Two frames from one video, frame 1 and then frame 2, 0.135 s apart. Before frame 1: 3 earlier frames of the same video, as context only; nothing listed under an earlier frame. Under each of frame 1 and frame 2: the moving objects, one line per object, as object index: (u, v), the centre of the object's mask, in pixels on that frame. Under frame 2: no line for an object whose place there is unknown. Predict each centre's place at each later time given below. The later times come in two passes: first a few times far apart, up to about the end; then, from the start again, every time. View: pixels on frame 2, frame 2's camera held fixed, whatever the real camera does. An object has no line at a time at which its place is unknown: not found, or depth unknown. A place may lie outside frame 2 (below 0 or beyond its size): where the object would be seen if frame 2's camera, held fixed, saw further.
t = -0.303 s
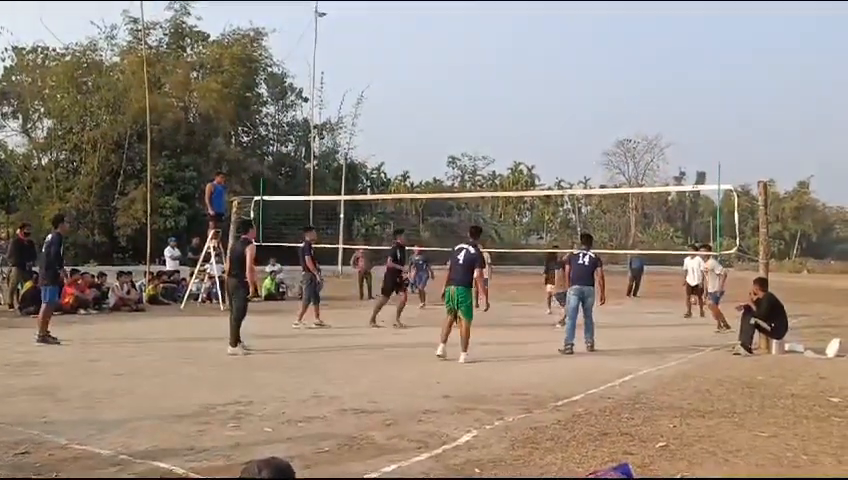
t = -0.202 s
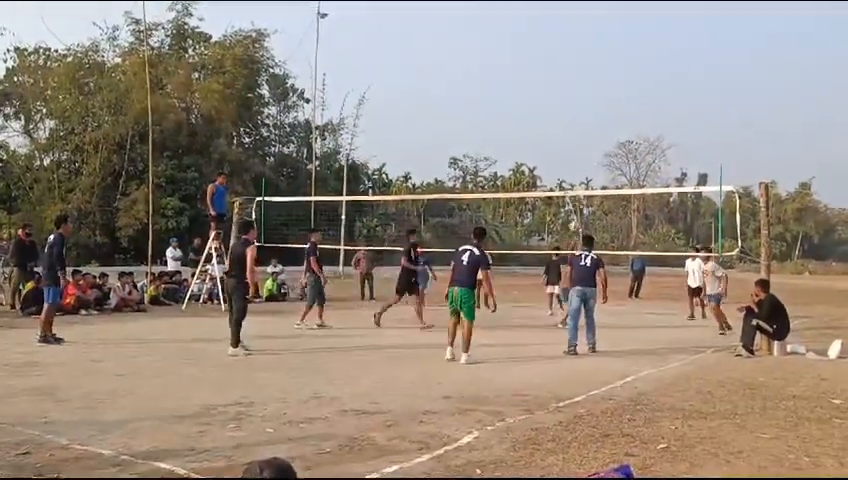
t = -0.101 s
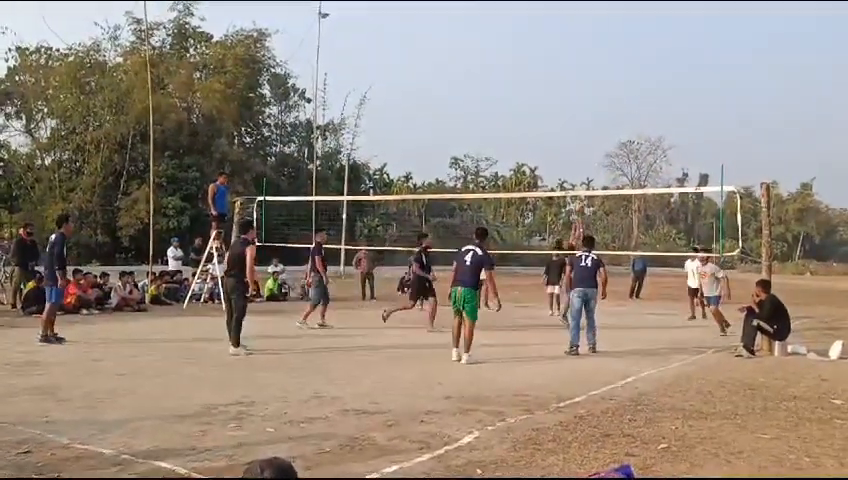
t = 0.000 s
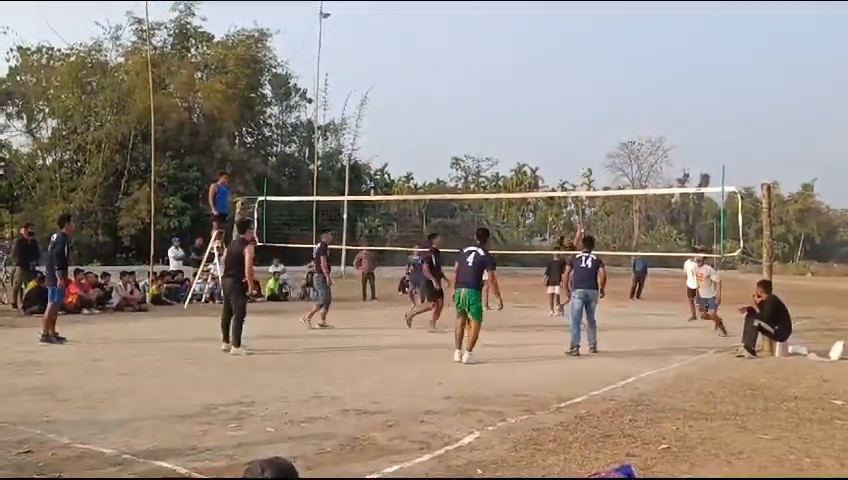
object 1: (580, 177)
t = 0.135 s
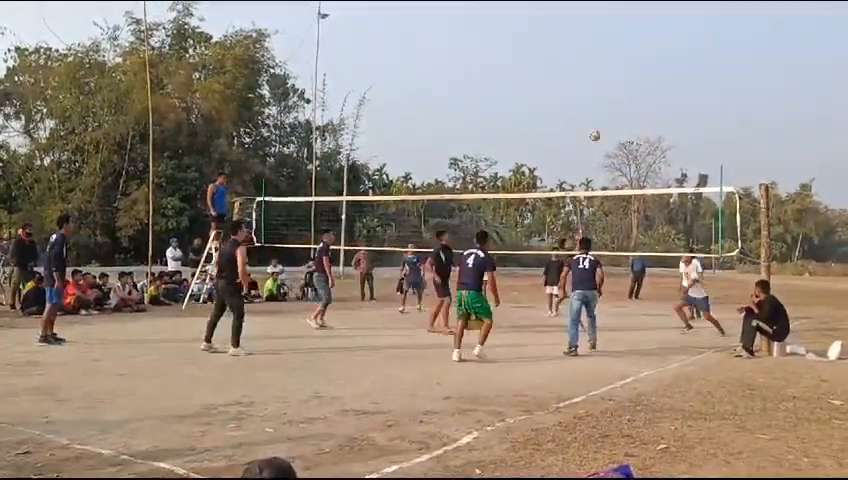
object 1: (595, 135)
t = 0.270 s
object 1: (606, 105)
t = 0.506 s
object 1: (623, 81)
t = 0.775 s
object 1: (642, 91)
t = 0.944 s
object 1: (653, 116)
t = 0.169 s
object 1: (597, 128)
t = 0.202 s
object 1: (599, 121)
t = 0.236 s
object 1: (603, 111)
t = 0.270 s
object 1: (606, 105)
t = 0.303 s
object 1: (608, 100)
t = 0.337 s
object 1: (611, 95)
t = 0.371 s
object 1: (613, 91)
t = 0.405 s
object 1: (616, 88)
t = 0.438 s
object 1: (618, 85)
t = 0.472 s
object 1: (620, 83)
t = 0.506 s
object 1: (623, 81)
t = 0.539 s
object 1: (625, 80)
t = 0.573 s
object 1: (627, 79)
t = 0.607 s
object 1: (630, 80)
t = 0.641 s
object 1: (632, 81)
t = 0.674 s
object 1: (635, 82)
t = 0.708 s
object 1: (637, 84)
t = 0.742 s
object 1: (639, 87)
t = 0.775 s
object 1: (642, 91)
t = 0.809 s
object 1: (645, 94)
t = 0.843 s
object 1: (647, 99)
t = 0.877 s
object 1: (649, 104)
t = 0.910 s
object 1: (651, 110)
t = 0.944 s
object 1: (653, 116)
